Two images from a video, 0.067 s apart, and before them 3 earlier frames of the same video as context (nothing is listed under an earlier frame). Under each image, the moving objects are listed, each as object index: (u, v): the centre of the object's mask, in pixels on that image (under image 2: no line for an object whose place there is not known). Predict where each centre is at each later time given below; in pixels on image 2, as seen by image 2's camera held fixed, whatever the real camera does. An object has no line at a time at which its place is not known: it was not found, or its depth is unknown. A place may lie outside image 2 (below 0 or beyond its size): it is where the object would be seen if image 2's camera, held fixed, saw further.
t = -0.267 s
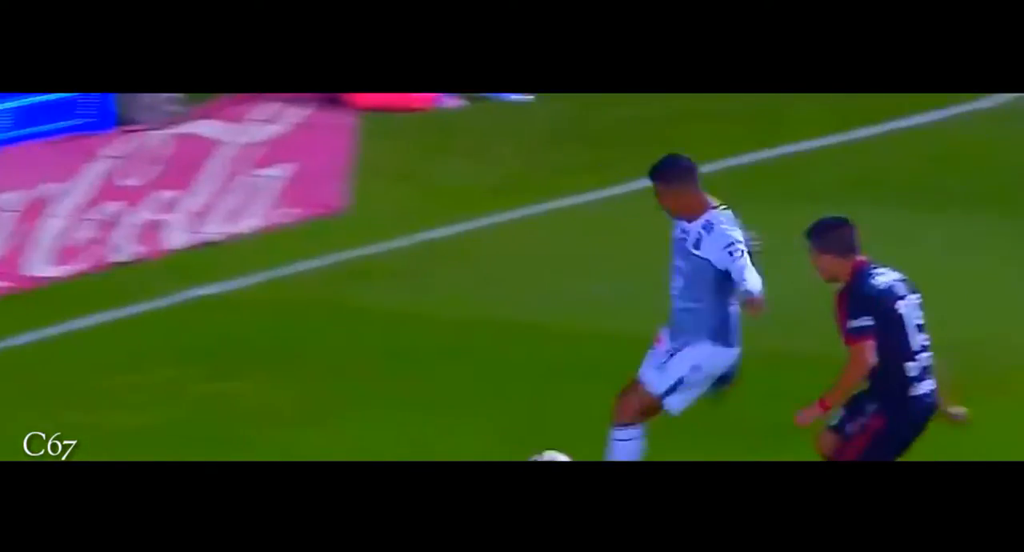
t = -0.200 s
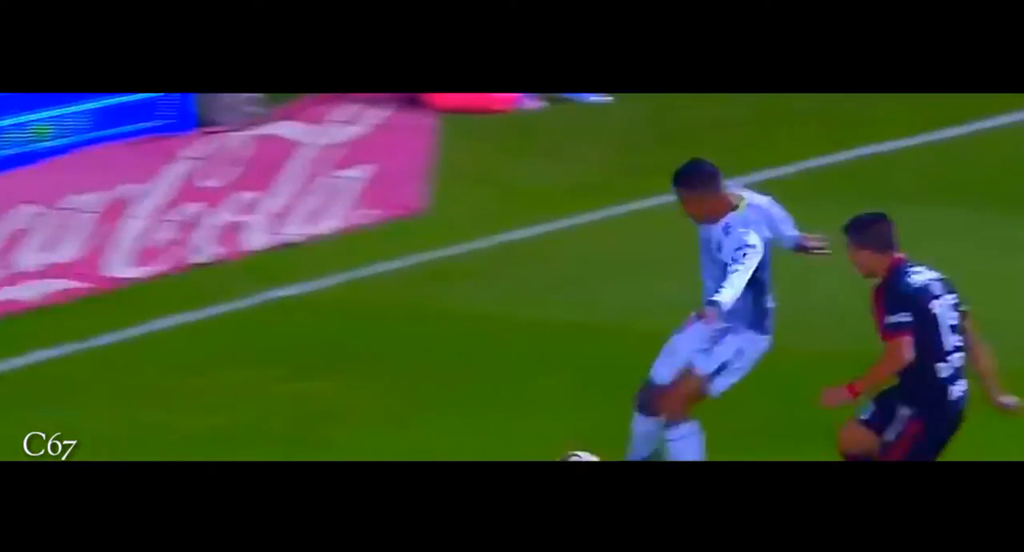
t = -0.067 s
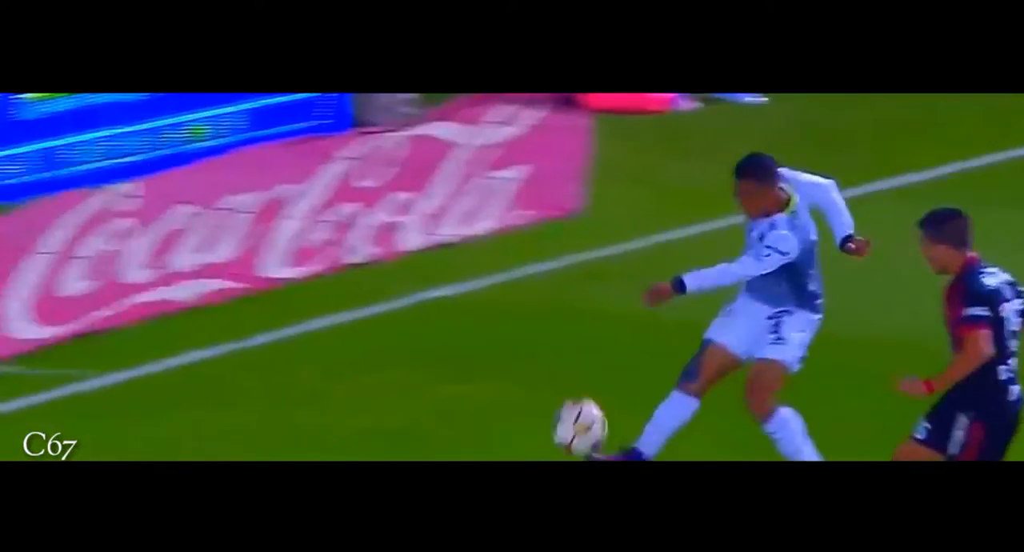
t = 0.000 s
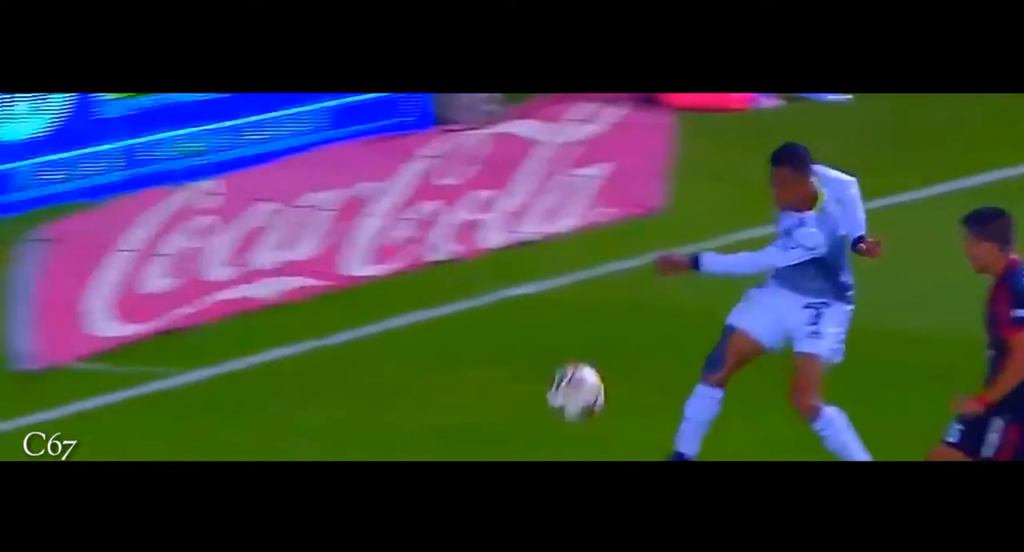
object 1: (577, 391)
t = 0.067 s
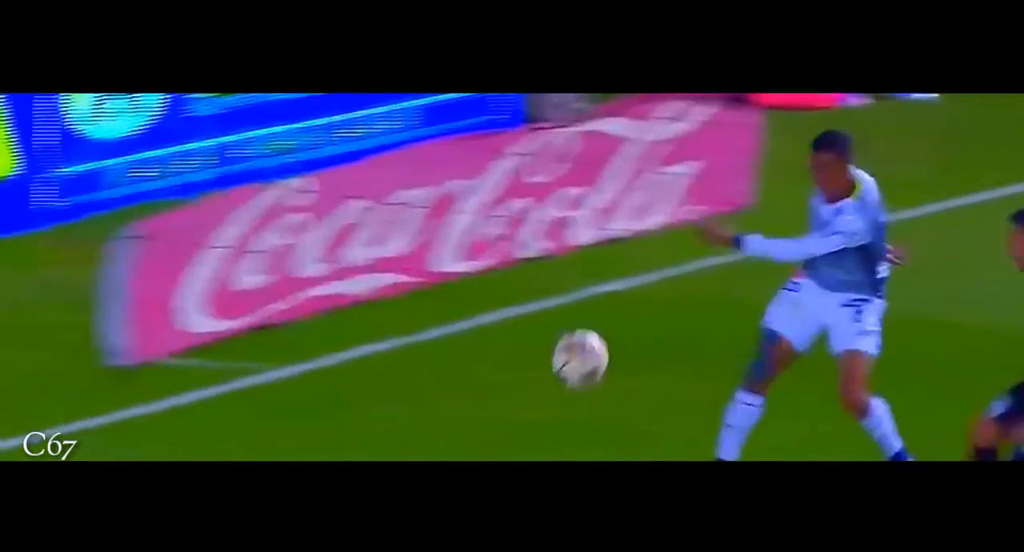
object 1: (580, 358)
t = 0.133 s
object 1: (497, 329)
